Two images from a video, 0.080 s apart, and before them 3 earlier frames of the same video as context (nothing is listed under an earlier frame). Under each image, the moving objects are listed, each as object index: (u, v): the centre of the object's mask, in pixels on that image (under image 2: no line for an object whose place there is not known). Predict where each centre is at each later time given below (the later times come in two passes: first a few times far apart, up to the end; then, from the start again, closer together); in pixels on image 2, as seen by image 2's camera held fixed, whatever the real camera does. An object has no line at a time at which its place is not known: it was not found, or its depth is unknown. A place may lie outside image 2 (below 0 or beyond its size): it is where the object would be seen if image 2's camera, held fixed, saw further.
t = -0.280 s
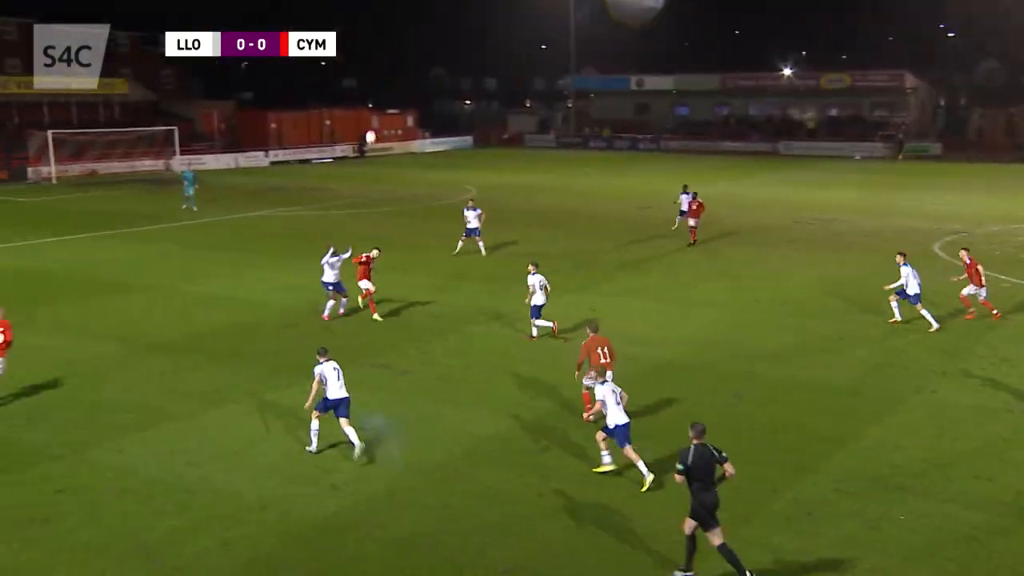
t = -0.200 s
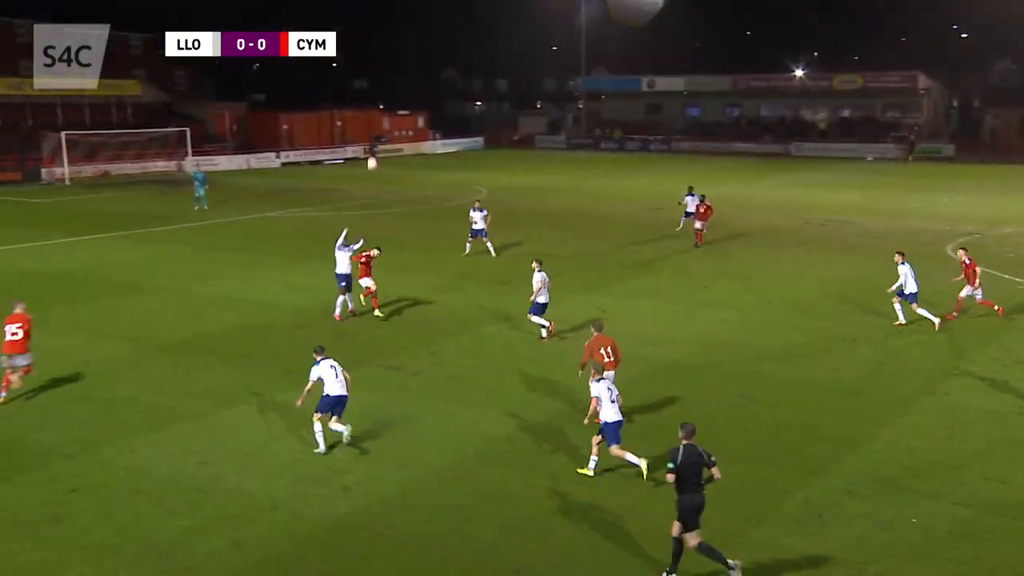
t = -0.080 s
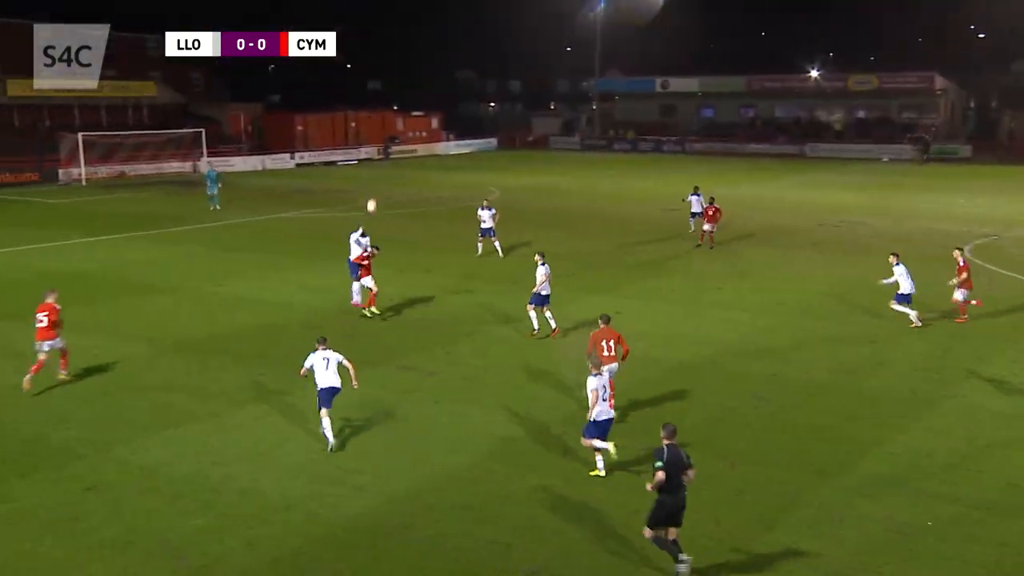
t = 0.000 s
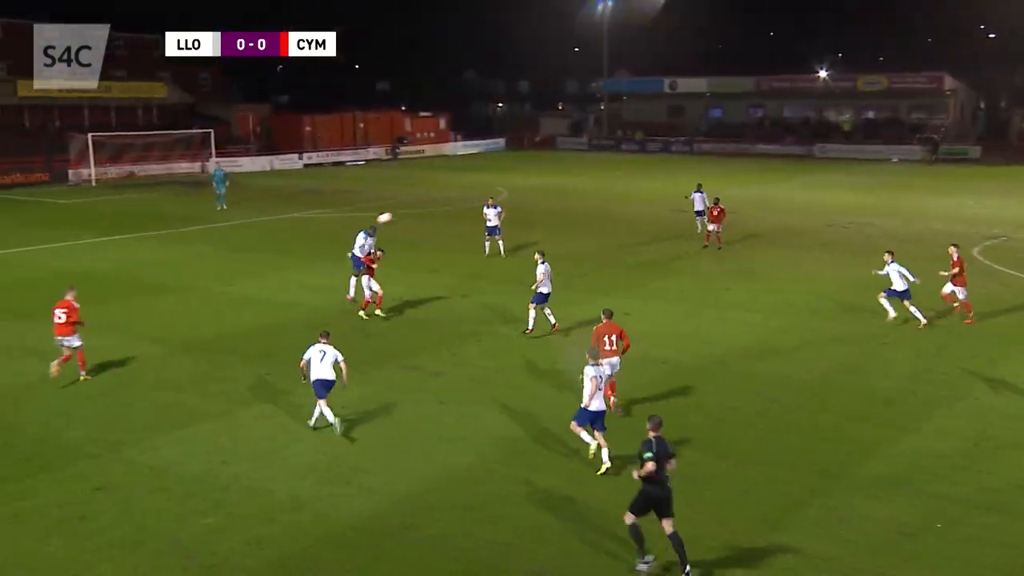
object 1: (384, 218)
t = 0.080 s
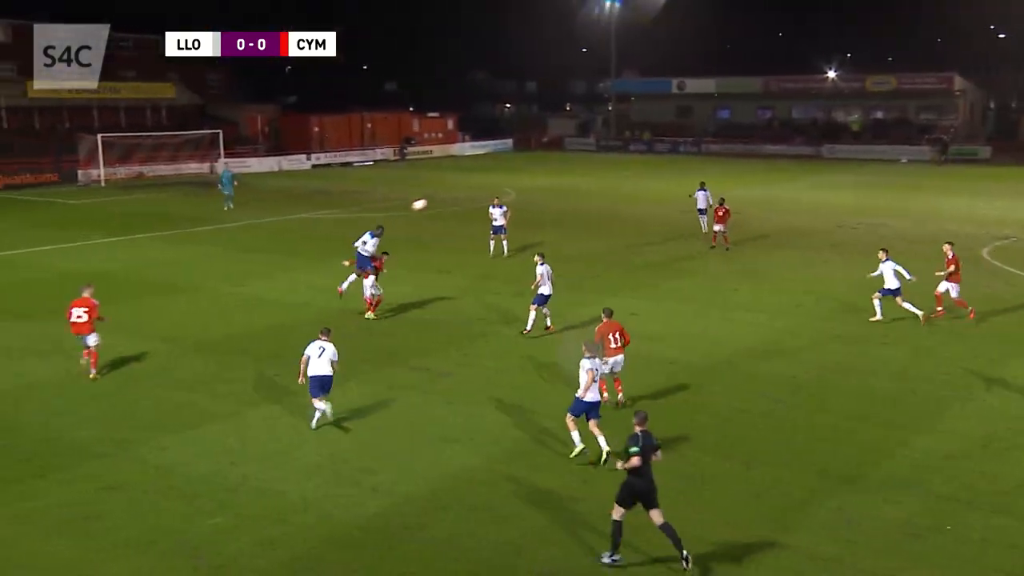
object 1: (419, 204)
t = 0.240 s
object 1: (475, 183)
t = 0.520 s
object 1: (578, 173)
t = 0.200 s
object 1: (461, 188)
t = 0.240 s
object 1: (475, 183)
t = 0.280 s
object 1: (489, 179)
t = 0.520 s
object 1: (578, 173)
